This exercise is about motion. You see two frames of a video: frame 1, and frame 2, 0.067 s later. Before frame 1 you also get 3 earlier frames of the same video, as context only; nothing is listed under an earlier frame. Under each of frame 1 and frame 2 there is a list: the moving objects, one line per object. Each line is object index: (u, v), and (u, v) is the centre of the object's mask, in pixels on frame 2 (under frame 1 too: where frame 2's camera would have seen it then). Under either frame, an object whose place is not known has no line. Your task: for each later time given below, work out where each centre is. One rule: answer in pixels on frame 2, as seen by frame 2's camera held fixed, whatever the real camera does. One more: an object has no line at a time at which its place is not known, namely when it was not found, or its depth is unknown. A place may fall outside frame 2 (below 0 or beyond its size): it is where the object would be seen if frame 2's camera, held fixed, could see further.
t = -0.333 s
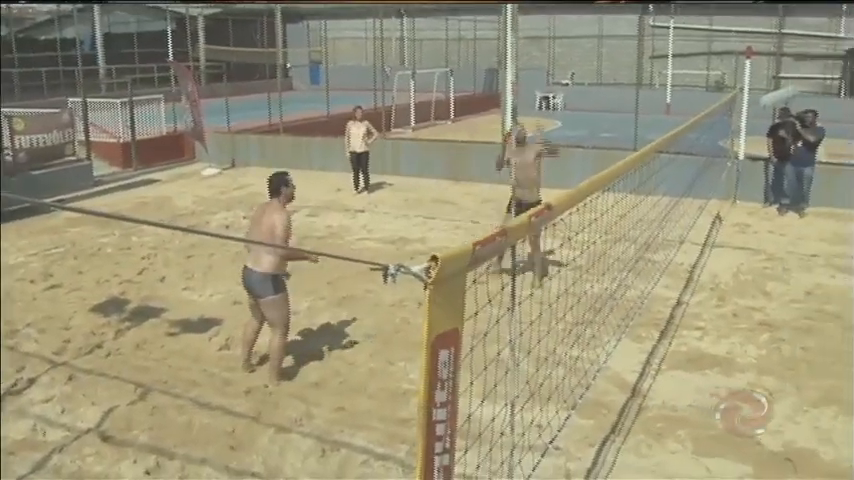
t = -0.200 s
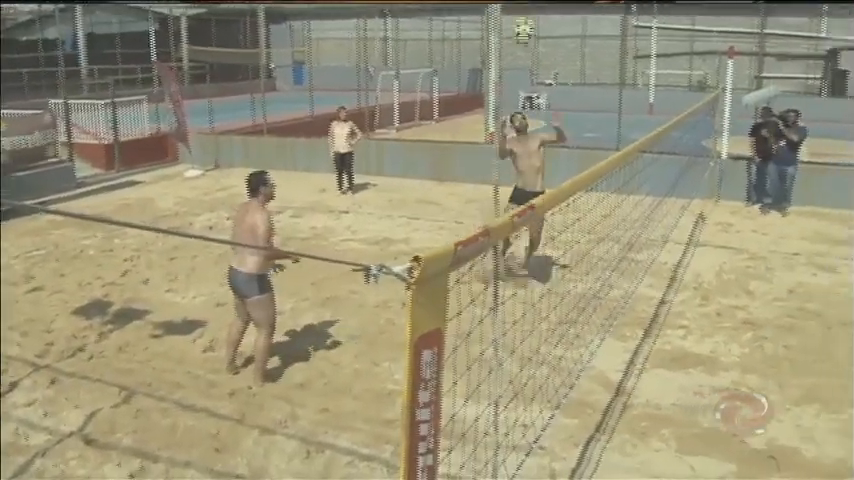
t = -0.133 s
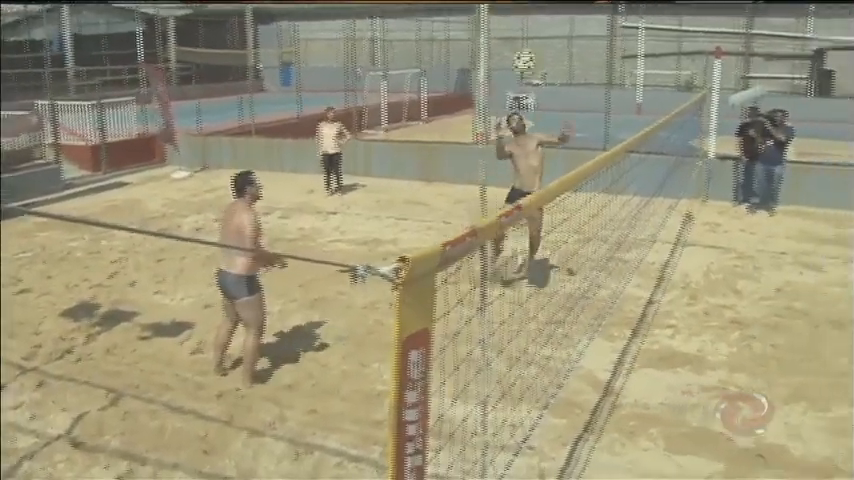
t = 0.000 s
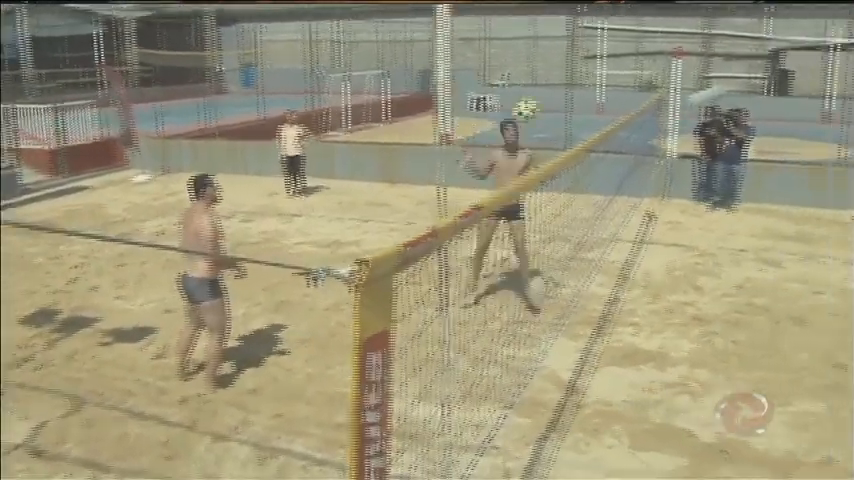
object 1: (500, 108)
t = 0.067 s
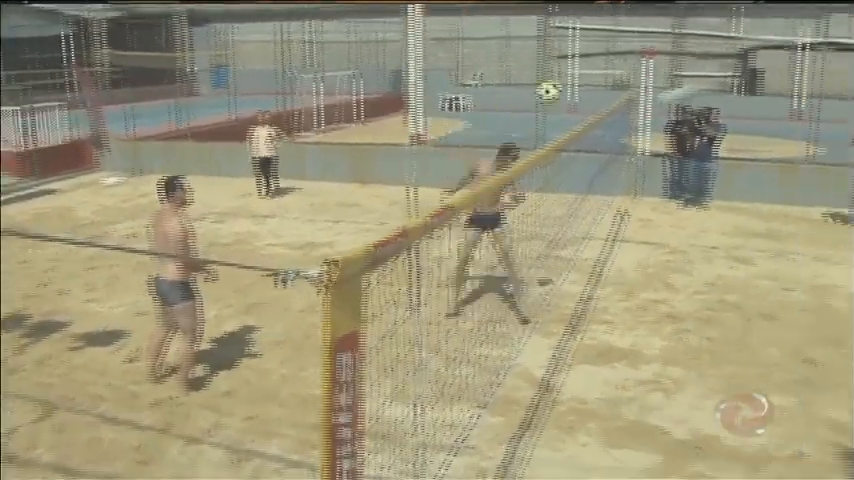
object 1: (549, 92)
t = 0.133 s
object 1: (606, 77)
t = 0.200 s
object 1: (669, 65)
